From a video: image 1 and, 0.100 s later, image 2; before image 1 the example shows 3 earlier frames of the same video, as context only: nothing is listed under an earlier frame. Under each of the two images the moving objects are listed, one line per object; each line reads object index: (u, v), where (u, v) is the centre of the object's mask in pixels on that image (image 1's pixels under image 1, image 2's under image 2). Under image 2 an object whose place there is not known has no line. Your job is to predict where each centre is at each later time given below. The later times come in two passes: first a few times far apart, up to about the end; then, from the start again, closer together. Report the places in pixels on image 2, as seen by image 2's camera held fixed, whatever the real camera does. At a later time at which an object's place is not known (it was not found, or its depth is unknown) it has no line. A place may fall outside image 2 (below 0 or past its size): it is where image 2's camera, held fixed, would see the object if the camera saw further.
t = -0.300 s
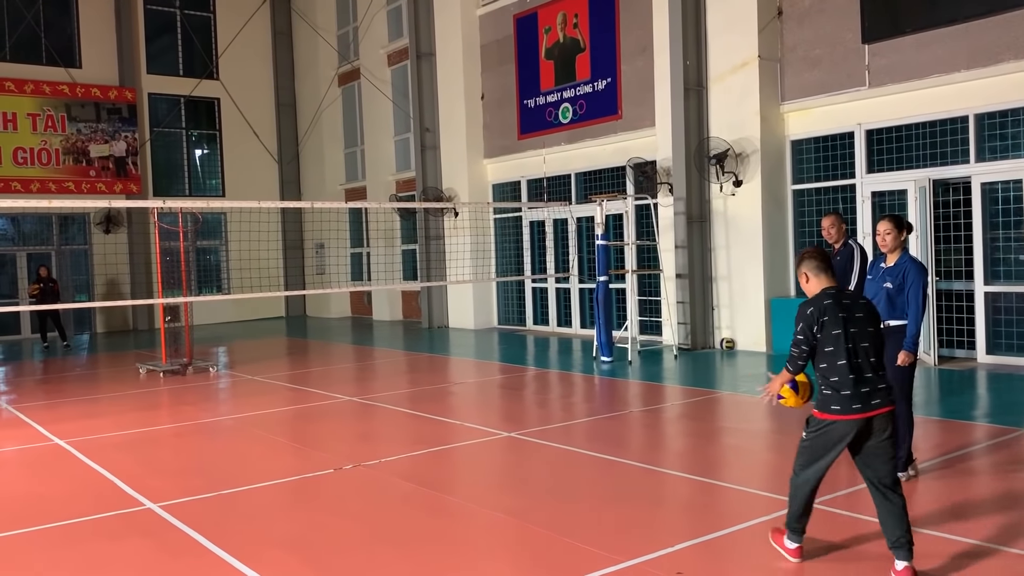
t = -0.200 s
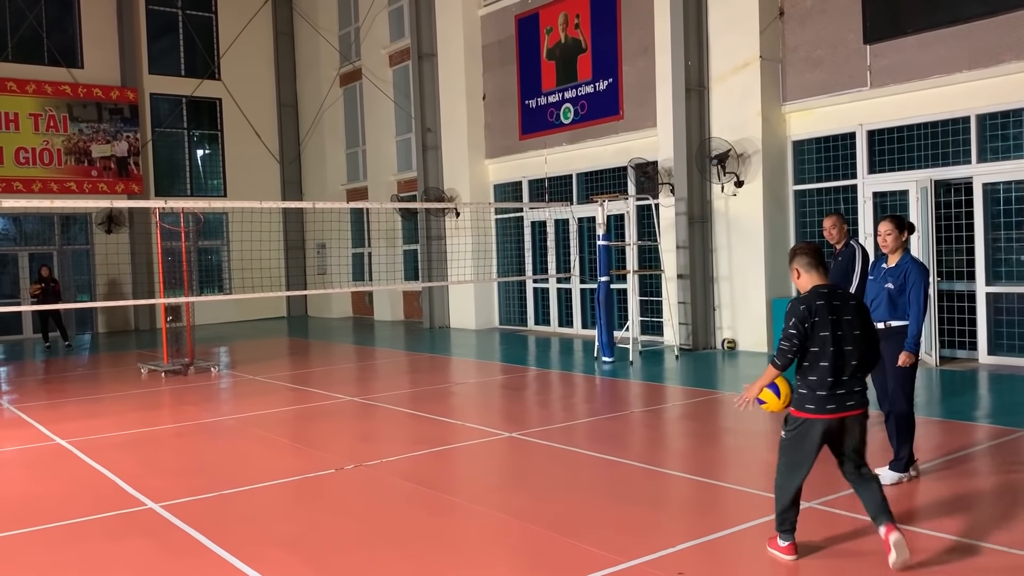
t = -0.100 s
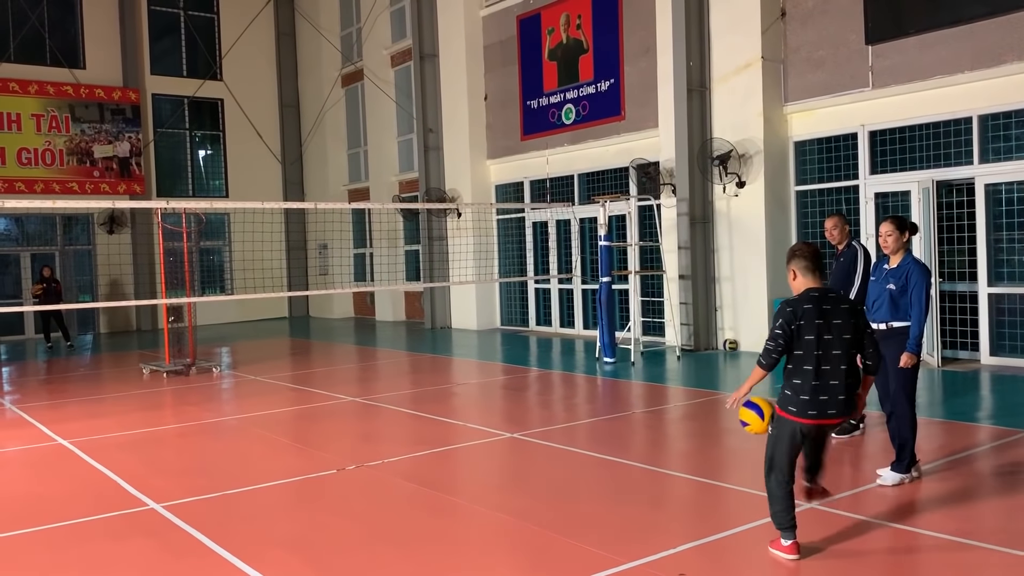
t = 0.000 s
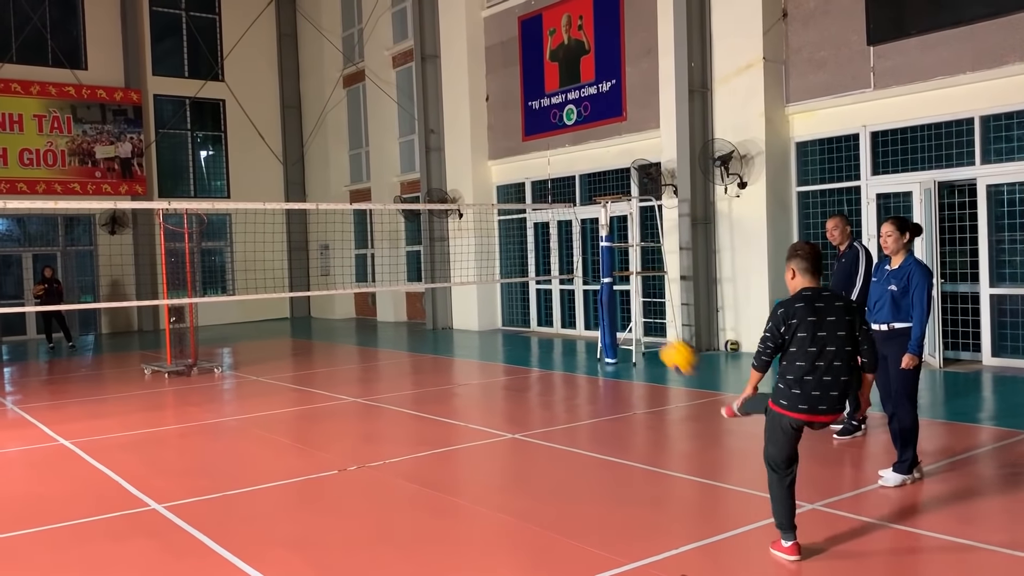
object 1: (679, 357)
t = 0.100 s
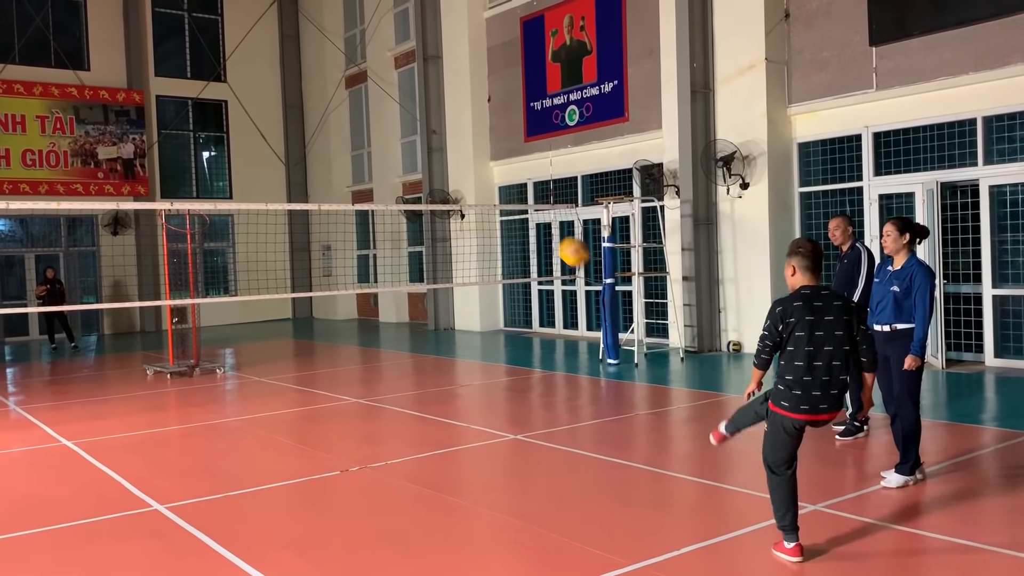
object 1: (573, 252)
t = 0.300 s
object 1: (432, 147)
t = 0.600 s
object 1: (309, 121)
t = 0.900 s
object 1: (234, 169)
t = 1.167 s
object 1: (174, 218)
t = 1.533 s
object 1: (238, 235)
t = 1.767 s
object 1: (287, 293)
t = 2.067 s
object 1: (334, 353)
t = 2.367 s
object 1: (358, 299)
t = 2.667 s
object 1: (380, 305)
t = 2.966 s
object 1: (407, 381)
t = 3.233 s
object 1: (422, 337)
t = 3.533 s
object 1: (444, 354)
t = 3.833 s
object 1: (470, 362)
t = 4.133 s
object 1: (496, 373)
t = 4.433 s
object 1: (522, 371)
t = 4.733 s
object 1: (551, 384)
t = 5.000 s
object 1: (578, 394)
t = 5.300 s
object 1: (606, 394)
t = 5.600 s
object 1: (635, 394)
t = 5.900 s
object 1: (664, 398)
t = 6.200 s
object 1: (695, 402)
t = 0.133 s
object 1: (544, 228)
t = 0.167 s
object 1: (518, 206)
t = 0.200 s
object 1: (494, 188)
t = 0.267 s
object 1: (451, 158)
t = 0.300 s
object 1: (432, 147)
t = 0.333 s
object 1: (415, 138)
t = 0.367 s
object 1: (398, 132)
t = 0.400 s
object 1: (383, 125)
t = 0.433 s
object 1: (369, 122)
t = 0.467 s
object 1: (355, 120)
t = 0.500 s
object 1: (342, 118)
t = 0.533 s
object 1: (331, 118)
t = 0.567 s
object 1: (320, 118)
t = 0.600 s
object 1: (309, 121)
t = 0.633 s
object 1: (298, 123)
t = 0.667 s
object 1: (289, 126)
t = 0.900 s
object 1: (234, 169)
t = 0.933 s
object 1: (228, 177)
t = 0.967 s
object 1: (223, 186)
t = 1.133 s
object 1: (185, 217)
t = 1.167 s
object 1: (174, 218)
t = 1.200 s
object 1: (174, 216)
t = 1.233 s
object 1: (181, 215)
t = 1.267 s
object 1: (187, 215)
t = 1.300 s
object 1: (193, 215)
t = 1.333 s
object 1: (199, 215)
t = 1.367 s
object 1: (206, 217)
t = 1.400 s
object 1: (212, 218)
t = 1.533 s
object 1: (238, 235)
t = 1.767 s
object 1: (287, 293)
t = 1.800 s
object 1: (293, 306)
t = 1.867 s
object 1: (305, 325)
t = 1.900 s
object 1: (312, 339)
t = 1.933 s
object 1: (316, 353)
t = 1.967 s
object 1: (323, 367)
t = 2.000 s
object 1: (329, 374)
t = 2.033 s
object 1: (332, 363)
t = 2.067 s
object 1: (334, 353)
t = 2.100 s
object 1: (338, 345)
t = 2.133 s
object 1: (341, 337)
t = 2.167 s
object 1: (343, 328)
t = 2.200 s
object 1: (344, 320)
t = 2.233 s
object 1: (348, 315)
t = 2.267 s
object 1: (351, 309)
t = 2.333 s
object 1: (355, 301)
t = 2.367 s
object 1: (358, 299)
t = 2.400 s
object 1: (359, 295)
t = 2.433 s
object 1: (362, 293)
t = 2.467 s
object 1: (364, 292)
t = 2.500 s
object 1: (366, 292)
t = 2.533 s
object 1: (369, 293)
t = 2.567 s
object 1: (372, 296)
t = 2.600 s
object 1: (375, 298)
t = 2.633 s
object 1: (378, 301)
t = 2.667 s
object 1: (380, 305)
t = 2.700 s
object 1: (383, 310)
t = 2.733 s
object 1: (386, 316)
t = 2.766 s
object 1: (388, 323)
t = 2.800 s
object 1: (391, 331)
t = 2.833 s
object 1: (394, 339)
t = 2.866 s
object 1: (397, 349)
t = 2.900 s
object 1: (401, 359)
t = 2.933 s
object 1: (404, 370)
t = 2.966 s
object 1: (407, 381)
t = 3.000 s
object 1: (409, 373)
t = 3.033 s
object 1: (410, 365)
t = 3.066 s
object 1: (412, 358)
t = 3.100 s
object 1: (414, 352)
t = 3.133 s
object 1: (416, 347)
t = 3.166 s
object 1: (418, 343)
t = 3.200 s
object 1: (420, 340)
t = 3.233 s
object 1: (422, 337)
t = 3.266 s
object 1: (425, 335)
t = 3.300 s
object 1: (426, 334)
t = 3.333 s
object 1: (429, 335)
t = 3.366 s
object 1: (432, 336)
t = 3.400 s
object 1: (434, 338)
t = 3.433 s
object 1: (436, 340)
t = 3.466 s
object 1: (438, 344)
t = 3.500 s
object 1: (441, 349)
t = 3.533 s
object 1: (444, 354)
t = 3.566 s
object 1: (448, 360)
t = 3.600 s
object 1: (452, 368)
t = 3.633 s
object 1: (456, 375)
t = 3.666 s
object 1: (459, 385)
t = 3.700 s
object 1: (462, 381)
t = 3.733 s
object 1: (463, 375)
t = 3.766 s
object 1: (465, 370)
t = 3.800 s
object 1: (468, 366)
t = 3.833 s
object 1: (470, 362)
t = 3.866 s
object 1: (473, 360)
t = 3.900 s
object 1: (476, 358)
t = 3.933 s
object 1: (478, 358)
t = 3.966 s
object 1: (480, 358)
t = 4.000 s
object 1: (483, 359)
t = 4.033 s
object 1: (486, 361)
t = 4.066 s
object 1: (489, 364)
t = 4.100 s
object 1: (492, 367)
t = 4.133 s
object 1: (496, 373)
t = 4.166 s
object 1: (500, 378)
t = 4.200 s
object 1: (504, 385)
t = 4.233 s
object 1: (507, 388)
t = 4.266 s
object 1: (509, 383)
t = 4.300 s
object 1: (512, 379)
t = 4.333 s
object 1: (514, 375)
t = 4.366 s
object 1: (517, 373)
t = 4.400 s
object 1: (519, 371)
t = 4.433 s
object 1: (522, 371)
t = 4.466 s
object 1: (525, 372)
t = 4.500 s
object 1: (529, 373)
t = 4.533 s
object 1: (532, 375)
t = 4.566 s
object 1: (535, 378)
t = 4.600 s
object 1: (539, 383)
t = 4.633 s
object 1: (542, 388)
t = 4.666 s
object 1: (546, 392)
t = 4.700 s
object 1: (548, 387)
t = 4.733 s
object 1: (551, 384)
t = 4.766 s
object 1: (554, 382)
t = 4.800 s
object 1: (557, 381)
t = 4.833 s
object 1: (561, 381)
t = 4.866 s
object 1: (564, 382)
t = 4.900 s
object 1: (567, 383)
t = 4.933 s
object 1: (571, 385)
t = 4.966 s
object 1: (574, 389)
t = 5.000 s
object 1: (578, 394)
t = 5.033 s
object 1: (580, 391)
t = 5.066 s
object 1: (583, 389)
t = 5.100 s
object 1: (586, 388)
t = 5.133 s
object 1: (589, 387)
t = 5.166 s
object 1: (592, 388)
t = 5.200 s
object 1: (596, 389)
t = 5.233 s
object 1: (600, 391)
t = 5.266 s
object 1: (603, 395)
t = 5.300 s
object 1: (606, 394)
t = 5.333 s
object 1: (609, 392)
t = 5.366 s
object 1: (612, 391)
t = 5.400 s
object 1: (616, 391)
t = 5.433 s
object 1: (619, 392)
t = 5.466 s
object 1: (622, 394)
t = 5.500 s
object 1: (626, 396)
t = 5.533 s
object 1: (629, 395)
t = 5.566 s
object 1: (632, 394)
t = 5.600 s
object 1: (635, 394)
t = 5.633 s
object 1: (638, 395)
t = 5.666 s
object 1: (642, 398)
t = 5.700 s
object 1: (644, 397)
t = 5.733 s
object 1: (647, 396)
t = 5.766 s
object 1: (651, 397)
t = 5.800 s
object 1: (654, 398)
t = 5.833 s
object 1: (657, 398)
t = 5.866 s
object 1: (661, 398)
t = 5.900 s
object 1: (664, 398)
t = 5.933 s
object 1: (668, 399)
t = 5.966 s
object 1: (671, 399)
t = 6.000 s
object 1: (675, 400)
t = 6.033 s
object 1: (678, 400)
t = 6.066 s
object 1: (681, 400)
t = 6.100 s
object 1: (685, 401)
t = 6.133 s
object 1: (689, 401)
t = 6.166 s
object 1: (692, 401)
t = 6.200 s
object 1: (695, 402)
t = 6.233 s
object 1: (698, 402)
